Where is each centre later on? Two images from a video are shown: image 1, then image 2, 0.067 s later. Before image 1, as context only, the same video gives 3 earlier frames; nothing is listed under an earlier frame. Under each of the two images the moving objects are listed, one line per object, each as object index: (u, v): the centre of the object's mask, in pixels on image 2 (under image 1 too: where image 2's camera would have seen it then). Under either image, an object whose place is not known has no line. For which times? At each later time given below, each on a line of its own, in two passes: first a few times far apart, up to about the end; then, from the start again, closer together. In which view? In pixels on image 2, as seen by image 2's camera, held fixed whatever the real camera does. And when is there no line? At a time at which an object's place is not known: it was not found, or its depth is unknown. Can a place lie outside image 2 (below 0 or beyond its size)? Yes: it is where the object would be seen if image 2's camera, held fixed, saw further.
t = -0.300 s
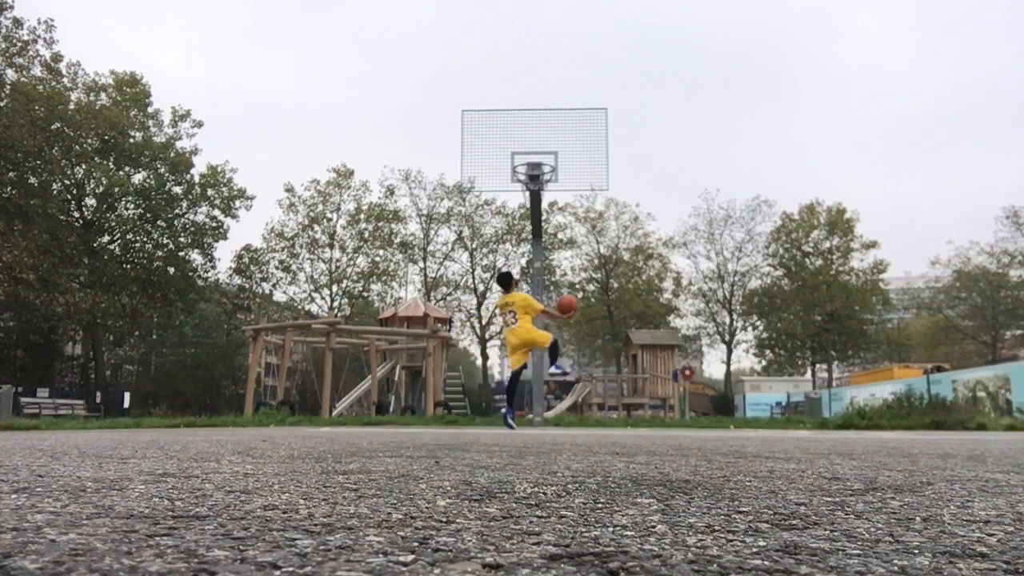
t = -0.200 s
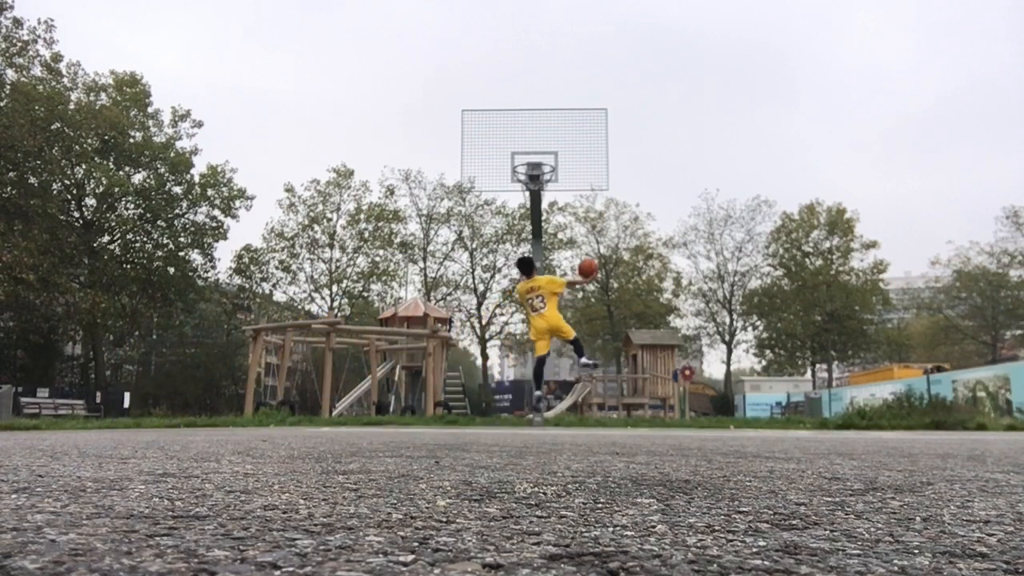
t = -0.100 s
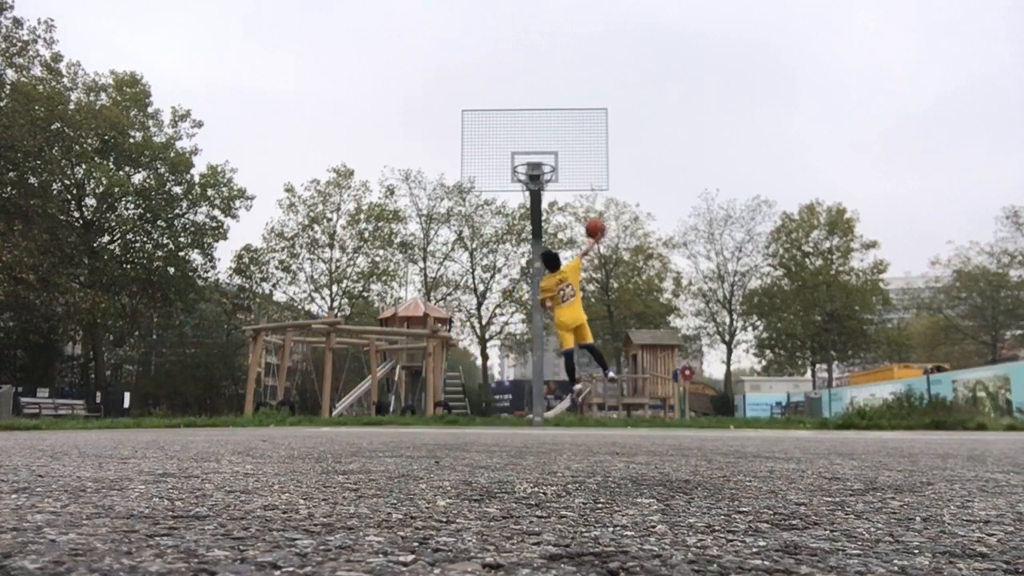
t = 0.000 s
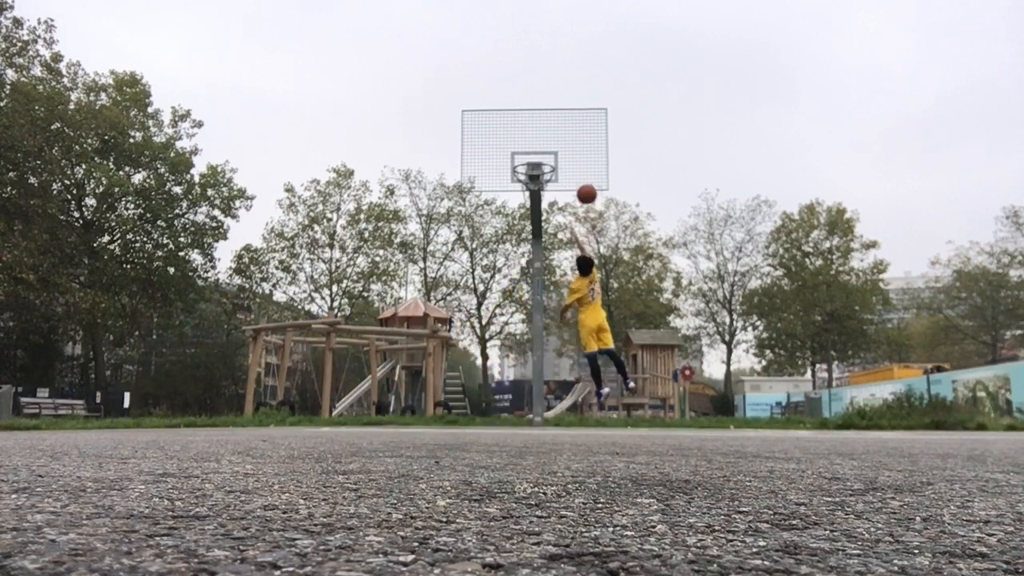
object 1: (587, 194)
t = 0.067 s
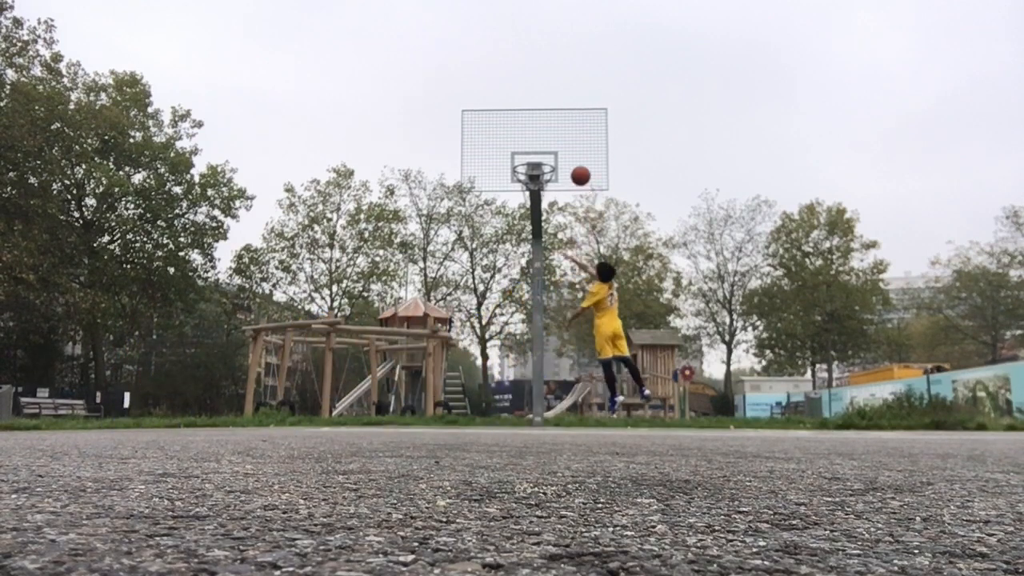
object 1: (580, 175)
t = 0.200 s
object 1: (569, 151)
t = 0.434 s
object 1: (550, 138)
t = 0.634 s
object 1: (534, 160)
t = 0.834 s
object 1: (525, 194)
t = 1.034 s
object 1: (525, 237)
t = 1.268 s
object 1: (525, 331)
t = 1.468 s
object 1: (528, 400)
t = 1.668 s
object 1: (546, 331)
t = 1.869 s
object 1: (564, 299)
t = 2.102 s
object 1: (584, 305)
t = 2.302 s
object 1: (602, 345)
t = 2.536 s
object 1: (622, 411)
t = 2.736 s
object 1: (632, 362)
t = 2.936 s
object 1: (643, 349)
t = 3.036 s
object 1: (649, 354)
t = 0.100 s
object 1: (577, 168)
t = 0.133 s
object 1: (574, 161)
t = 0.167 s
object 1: (571, 155)
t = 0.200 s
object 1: (569, 151)
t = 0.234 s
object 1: (566, 147)
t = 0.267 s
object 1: (563, 144)
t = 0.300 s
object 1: (560, 142)
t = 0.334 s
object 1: (558, 139)
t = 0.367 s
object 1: (555, 138)
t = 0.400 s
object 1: (552, 138)
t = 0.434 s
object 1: (550, 138)
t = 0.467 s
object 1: (547, 140)
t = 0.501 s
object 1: (545, 142)
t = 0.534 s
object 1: (542, 145)
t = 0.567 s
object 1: (539, 149)
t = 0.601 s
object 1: (537, 153)
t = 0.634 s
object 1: (534, 160)
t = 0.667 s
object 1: (531, 166)
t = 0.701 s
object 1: (529, 173)
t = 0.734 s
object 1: (527, 181)
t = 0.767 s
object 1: (526, 186)
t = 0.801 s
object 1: (525, 189)
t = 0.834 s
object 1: (525, 194)
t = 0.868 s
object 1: (525, 199)
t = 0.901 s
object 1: (525, 205)
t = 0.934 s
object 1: (525, 212)
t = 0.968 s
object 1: (525, 219)
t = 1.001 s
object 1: (525, 227)
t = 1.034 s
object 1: (525, 237)
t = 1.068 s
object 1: (525, 248)
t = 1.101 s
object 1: (525, 259)
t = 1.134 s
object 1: (525, 272)
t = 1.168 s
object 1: (525, 285)
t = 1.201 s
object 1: (524, 300)
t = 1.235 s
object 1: (525, 315)
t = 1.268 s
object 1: (525, 331)
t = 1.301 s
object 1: (525, 349)
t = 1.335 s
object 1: (524, 367)
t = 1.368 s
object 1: (524, 386)
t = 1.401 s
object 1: (524, 407)
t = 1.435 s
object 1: (525, 416)
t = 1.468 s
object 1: (528, 400)
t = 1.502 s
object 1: (532, 386)
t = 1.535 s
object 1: (534, 373)
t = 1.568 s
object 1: (537, 361)
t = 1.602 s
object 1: (541, 350)
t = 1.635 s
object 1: (544, 340)
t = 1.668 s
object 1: (546, 331)
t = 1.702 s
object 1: (550, 323)
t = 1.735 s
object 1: (552, 317)
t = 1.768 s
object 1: (555, 311)
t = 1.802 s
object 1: (558, 307)
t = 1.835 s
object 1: (561, 303)
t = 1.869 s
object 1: (564, 299)
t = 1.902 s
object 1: (567, 297)
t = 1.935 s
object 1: (569, 296)
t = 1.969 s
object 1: (572, 296)
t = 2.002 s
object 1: (575, 297)
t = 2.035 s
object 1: (578, 298)
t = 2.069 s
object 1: (581, 301)
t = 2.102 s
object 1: (584, 305)
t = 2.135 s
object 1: (587, 309)
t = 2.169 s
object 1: (590, 315)
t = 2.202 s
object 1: (593, 321)
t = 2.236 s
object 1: (596, 328)
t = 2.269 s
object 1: (599, 336)
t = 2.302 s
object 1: (602, 345)
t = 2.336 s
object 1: (605, 355)
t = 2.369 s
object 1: (608, 366)
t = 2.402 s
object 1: (611, 378)
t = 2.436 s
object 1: (614, 390)
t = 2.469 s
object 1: (617, 404)
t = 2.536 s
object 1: (622, 411)
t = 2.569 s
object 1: (623, 400)
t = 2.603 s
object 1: (625, 391)
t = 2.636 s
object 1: (627, 382)
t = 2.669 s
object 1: (629, 374)
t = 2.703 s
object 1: (630, 368)
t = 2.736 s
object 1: (632, 362)
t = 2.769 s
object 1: (633, 357)
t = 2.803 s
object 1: (636, 354)
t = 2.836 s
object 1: (637, 351)
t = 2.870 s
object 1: (639, 349)
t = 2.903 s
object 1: (641, 348)
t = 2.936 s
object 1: (643, 349)
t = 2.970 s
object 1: (645, 349)
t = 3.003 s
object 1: (647, 351)
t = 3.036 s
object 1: (649, 354)
